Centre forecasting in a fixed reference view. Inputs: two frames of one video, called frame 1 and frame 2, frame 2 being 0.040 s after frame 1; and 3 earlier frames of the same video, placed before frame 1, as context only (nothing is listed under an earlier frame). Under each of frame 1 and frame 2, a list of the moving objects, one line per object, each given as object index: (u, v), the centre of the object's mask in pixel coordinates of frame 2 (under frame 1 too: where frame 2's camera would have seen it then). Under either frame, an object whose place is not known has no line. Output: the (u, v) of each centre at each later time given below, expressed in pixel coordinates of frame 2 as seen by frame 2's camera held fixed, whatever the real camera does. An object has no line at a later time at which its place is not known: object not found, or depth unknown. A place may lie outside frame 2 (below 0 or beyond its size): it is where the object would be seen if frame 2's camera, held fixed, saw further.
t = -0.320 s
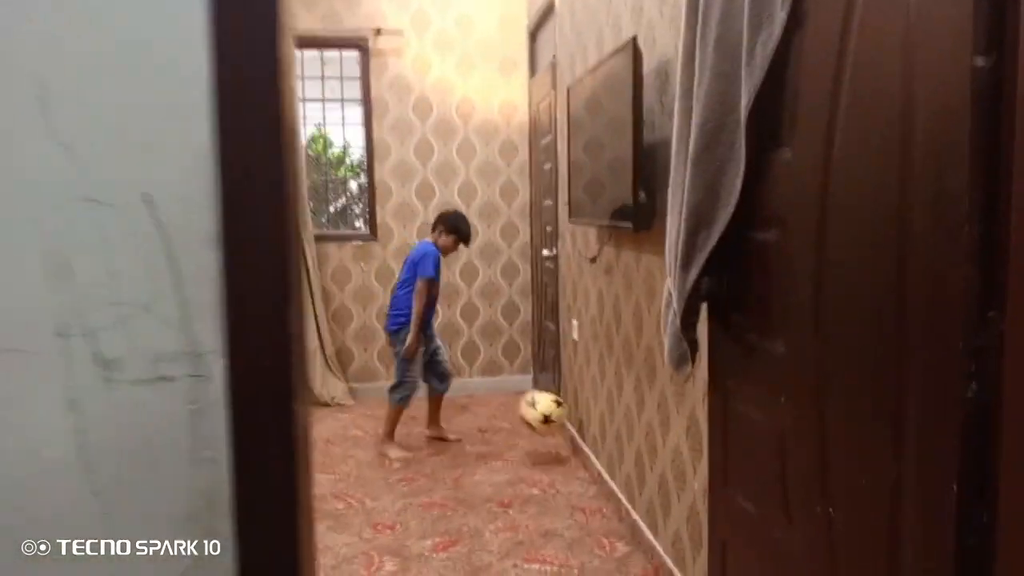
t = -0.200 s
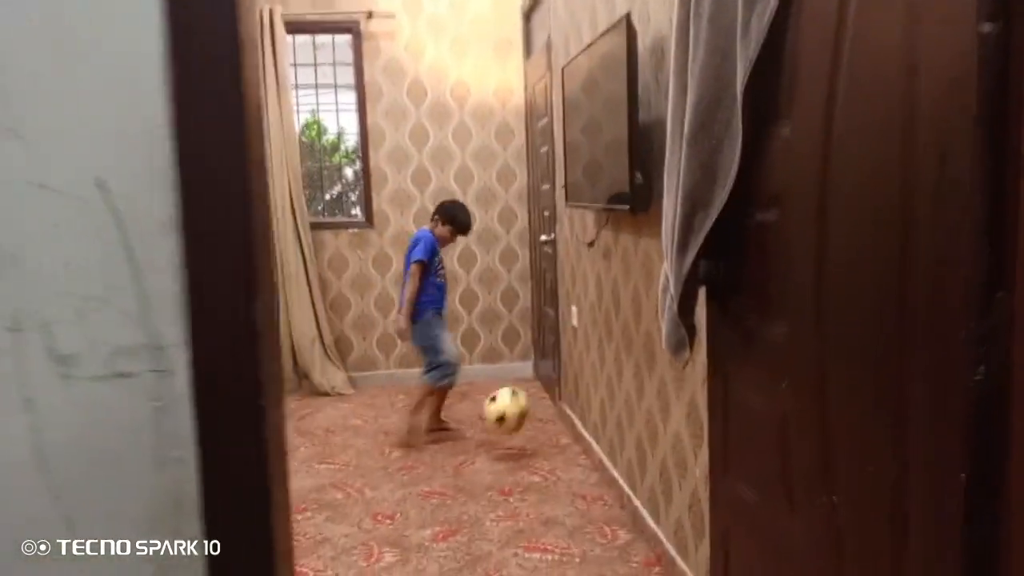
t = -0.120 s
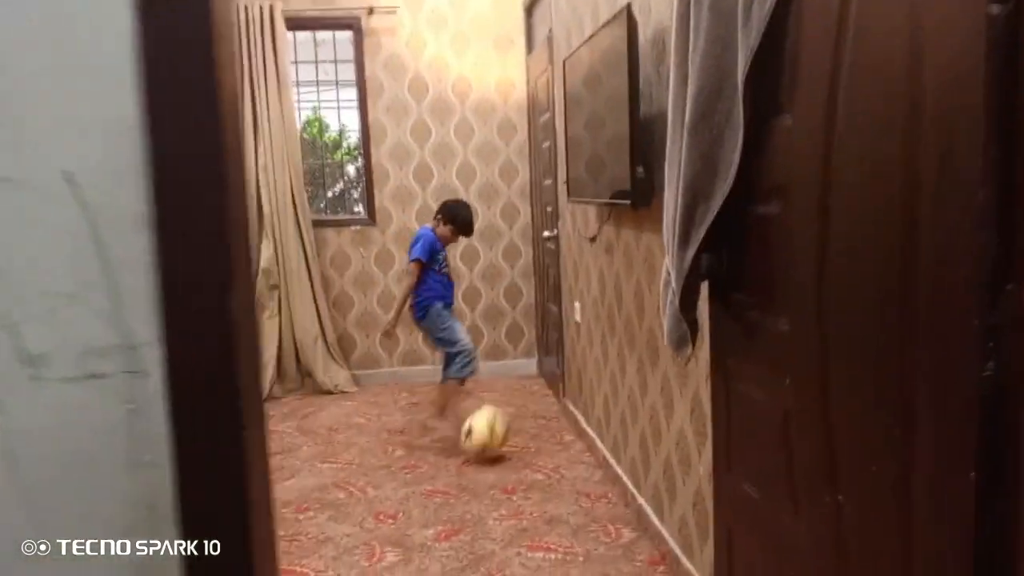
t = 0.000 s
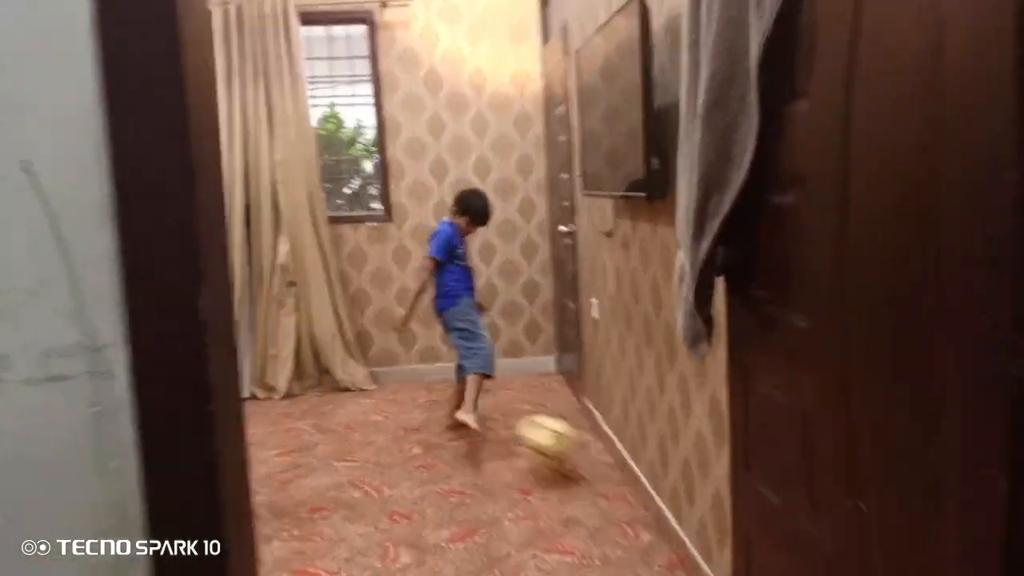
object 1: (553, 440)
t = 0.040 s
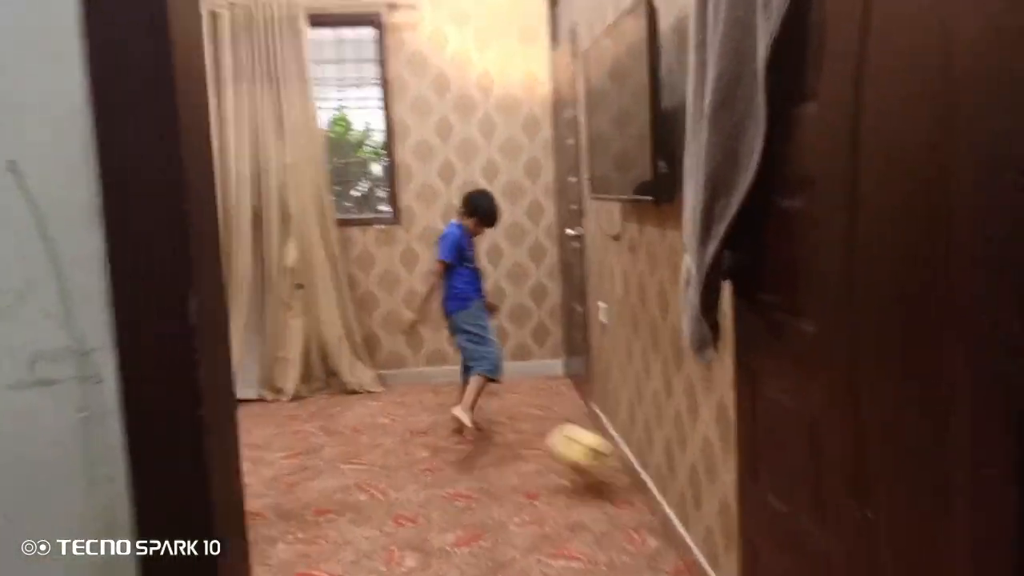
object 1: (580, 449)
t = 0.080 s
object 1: (607, 463)
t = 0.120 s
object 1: (619, 475)
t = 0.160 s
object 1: (602, 480)
